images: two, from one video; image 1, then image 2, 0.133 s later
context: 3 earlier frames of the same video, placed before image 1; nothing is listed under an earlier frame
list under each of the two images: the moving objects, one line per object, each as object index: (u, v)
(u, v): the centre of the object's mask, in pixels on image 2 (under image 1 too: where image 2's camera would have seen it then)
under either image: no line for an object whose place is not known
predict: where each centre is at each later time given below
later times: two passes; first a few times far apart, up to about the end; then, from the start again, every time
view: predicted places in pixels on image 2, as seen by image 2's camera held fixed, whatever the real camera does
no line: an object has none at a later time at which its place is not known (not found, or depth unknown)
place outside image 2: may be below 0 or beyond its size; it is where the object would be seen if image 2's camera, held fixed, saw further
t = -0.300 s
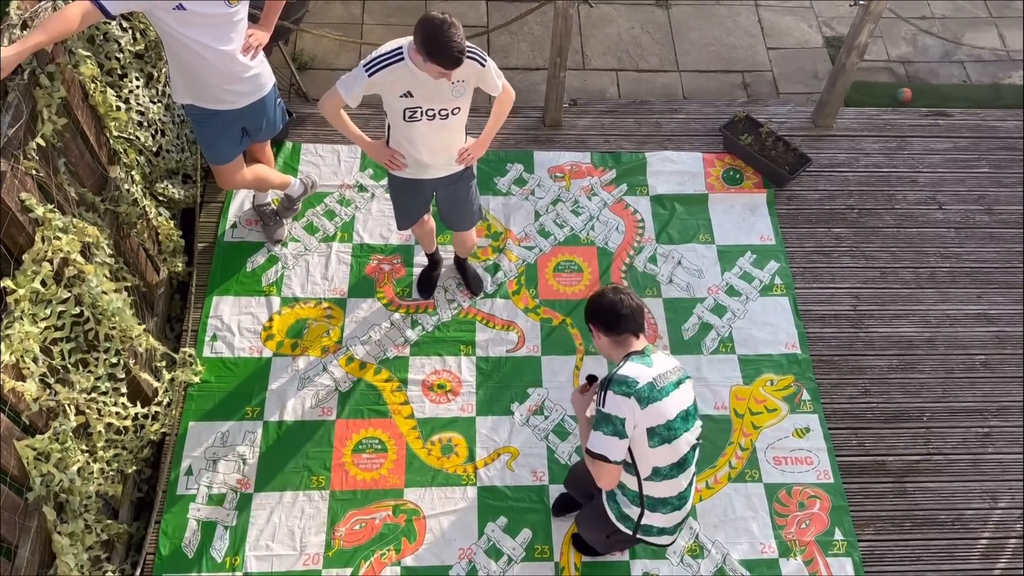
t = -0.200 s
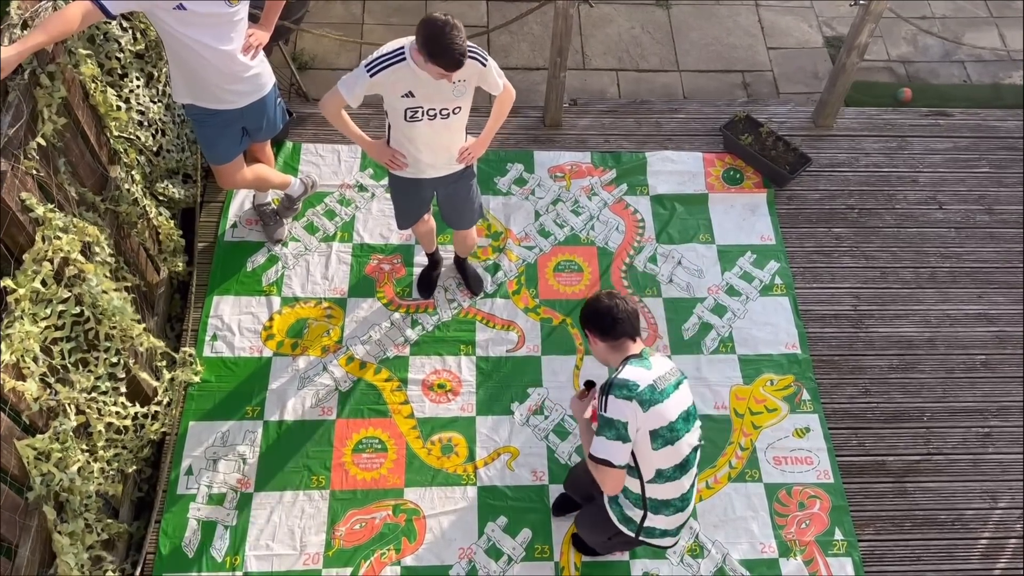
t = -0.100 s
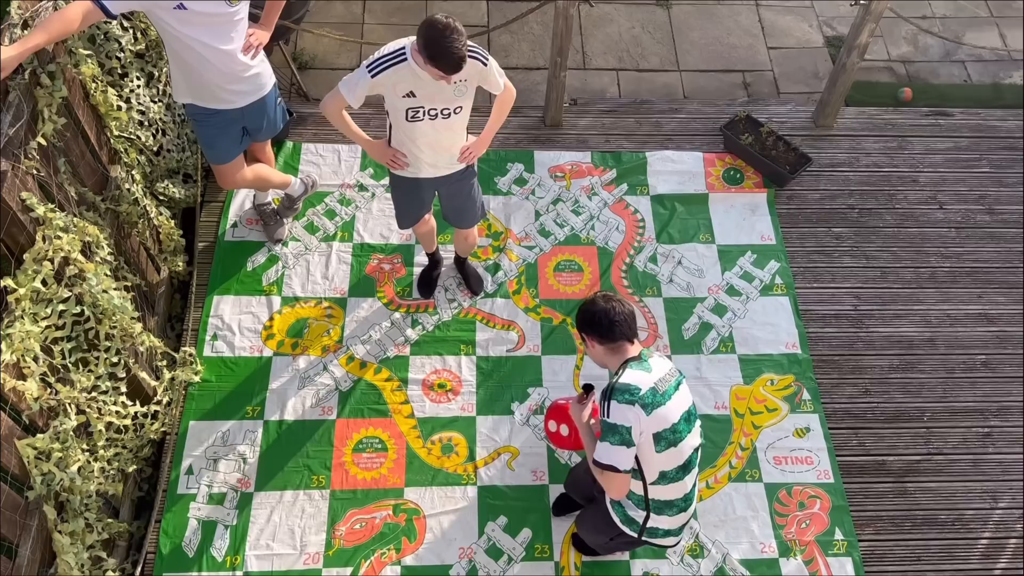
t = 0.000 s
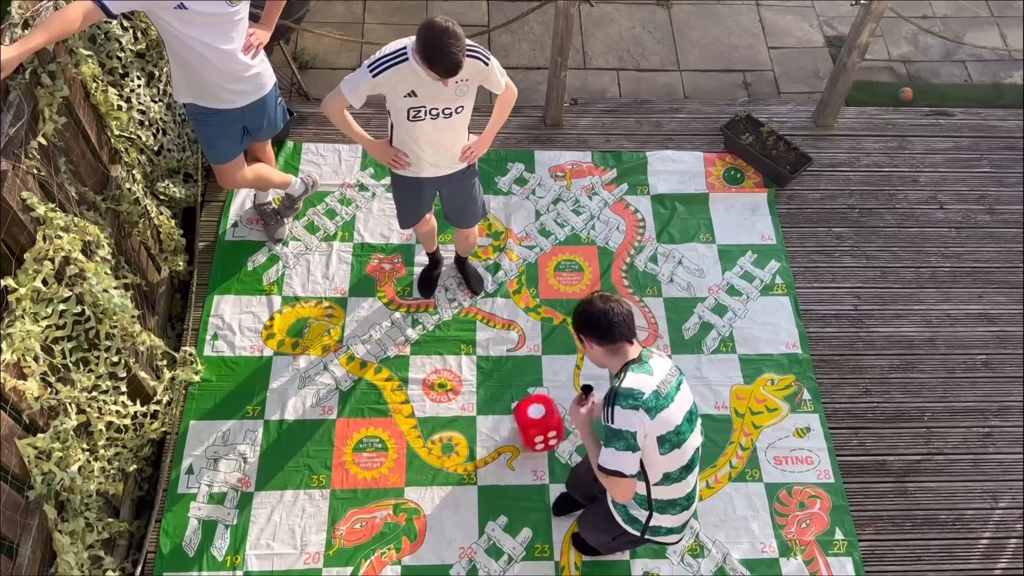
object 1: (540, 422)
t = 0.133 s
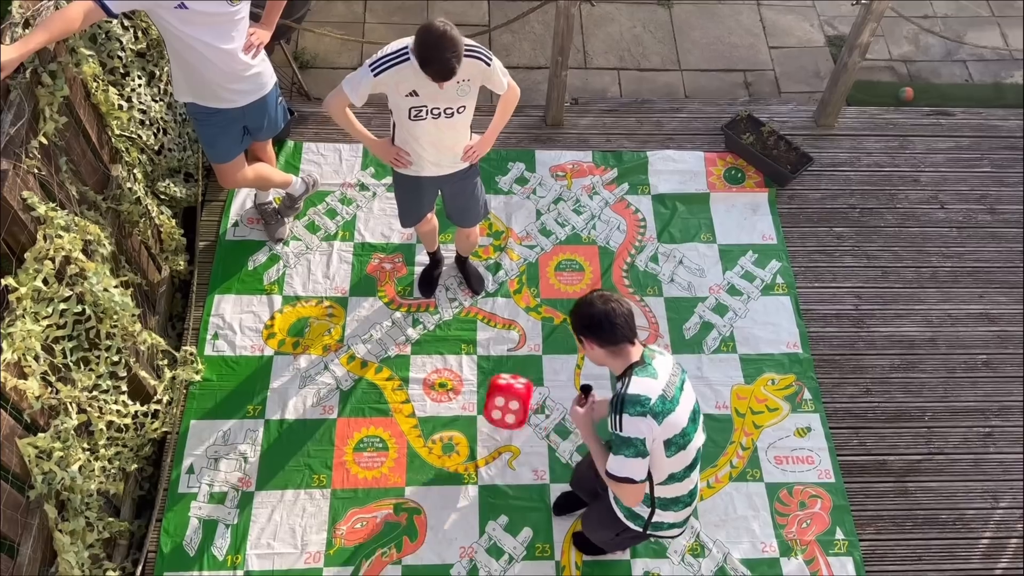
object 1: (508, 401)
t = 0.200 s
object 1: (492, 397)
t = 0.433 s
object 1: (451, 393)
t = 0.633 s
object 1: (428, 404)
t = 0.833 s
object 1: (410, 416)
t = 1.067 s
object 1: (386, 431)
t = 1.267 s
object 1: (368, 431)
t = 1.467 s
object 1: (353, 432)
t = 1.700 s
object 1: (338, 435)
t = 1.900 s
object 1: (343, 434)
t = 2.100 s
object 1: (342, 434)
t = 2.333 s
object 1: (342, 434)
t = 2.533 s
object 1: (342, 434)
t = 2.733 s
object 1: (342, 434)
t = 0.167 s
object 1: (500, 398)
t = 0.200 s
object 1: (492, 397)
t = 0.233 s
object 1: (484, 395)
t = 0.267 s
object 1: (477, 395)
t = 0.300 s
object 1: (470, 396)
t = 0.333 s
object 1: (465, 396)
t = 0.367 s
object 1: (460, 394)
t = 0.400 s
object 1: (455, 393)
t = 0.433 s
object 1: (451, 393)
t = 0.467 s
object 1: (447, 393)
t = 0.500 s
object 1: (444, 394)
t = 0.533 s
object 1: (440, 397)
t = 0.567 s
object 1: (437, 400)
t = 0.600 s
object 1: (432, 404)
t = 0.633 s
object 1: (428, 404)
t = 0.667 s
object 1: (425, 406)
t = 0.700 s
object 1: (422, 408)
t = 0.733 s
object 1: (419, 410)
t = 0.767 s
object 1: (416, 414)
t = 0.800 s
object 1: (413, 415)
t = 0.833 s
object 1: (410, 416)
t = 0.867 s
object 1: (407, 419)
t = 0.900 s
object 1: (405, 421)
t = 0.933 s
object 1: (402, 423)
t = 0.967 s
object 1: (400, 425)
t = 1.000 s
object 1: (396, 428)
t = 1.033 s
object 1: (391, 430)
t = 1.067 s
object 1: (386, 431)
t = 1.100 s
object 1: (383, 431)
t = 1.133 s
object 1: (380, 431)
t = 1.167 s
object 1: (377, 431)
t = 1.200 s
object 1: (374, 431)
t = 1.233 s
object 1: (371, 431)
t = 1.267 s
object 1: (368, 431)
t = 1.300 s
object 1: (366, 430)
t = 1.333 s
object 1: (363, 431)
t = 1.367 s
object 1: (361, 431)
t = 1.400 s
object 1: (358, 431)
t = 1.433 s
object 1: (355, 432)
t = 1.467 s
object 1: (353, 432)
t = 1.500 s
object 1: (350, 433)
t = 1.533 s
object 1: (347, 434)
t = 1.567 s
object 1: (343, 434)
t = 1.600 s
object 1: (341, 435)
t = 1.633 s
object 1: (339, 435)
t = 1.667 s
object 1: (338, 435)
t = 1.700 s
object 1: (338, 435)
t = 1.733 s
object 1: (338, 435)
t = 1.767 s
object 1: (339, 435)
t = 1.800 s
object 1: (341, 435)
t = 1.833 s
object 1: (342, 434)
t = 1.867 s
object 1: (343, 434)
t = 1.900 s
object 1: (343, 434)
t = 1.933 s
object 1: (342, 434)
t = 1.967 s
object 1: (342, 435)
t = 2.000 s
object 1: (341, 435)
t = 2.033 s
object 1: (341, 435)
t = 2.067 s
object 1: (342, 434)
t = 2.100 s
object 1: (342, 434)
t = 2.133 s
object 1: (342, 434)
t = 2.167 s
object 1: (342, 434)
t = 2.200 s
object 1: (342, 434)
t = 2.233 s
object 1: (342, 434)
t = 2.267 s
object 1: (342, 434)
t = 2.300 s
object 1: (342, 434)
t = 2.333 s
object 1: (342, 434)
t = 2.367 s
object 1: (342, 434)
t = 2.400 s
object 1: (342, 434)
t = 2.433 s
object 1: (342, 434)
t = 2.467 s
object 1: (342, 434)
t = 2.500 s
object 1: (342, 434)
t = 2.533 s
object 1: (342, 434)
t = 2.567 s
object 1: (342, 434)
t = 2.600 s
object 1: (342, 434)
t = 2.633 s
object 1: (342, 434)
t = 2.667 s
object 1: (342, 434)
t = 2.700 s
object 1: (342, 434)
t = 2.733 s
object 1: (342, 434)
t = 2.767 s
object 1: (342, 434)
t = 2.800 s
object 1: (342, 434)
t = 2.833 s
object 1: (342, 434)
